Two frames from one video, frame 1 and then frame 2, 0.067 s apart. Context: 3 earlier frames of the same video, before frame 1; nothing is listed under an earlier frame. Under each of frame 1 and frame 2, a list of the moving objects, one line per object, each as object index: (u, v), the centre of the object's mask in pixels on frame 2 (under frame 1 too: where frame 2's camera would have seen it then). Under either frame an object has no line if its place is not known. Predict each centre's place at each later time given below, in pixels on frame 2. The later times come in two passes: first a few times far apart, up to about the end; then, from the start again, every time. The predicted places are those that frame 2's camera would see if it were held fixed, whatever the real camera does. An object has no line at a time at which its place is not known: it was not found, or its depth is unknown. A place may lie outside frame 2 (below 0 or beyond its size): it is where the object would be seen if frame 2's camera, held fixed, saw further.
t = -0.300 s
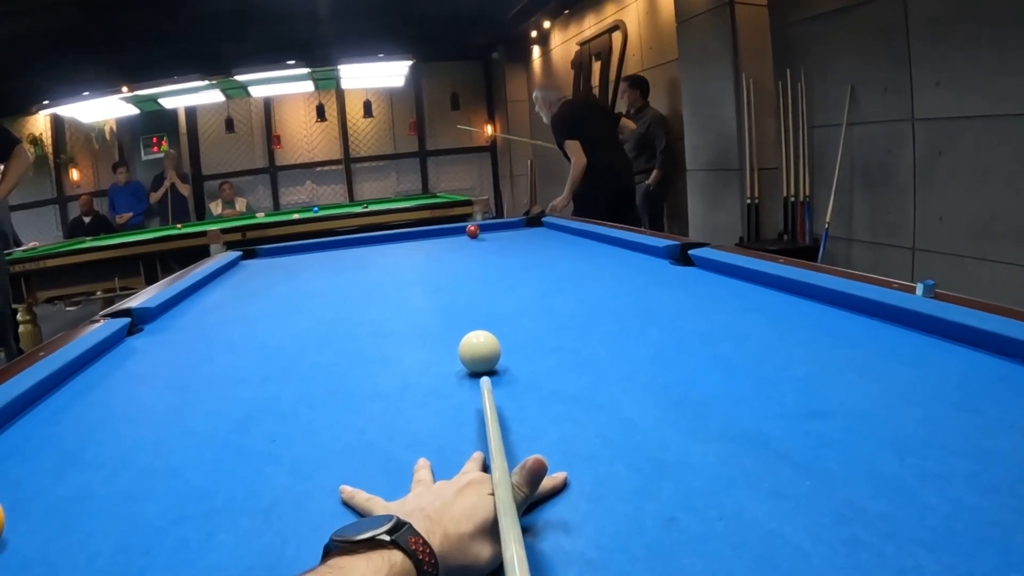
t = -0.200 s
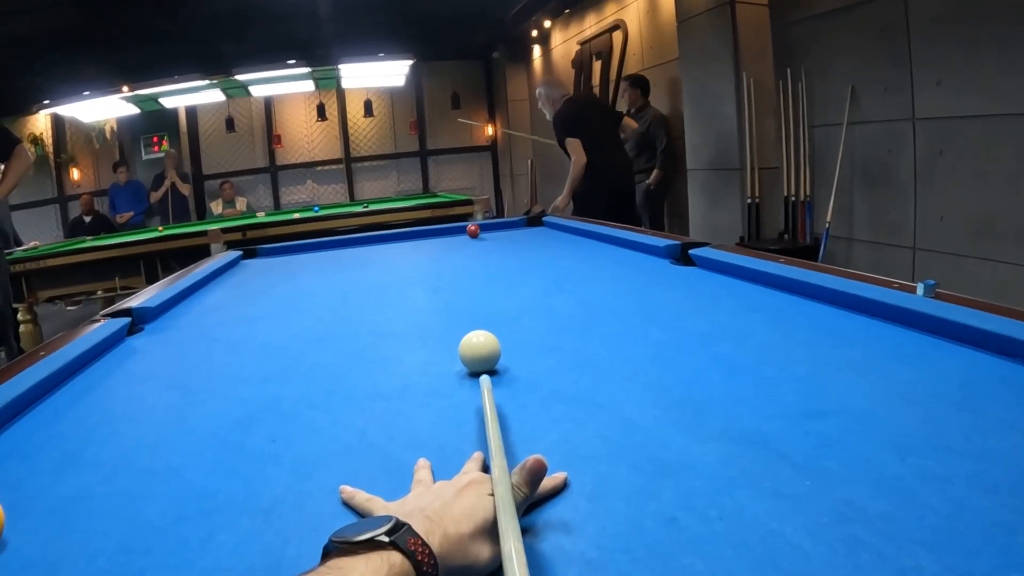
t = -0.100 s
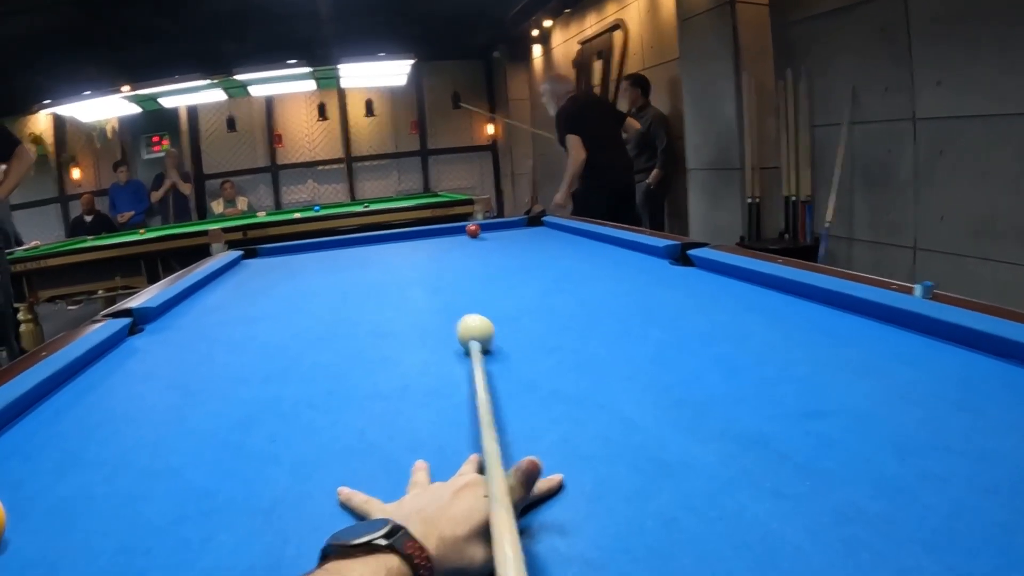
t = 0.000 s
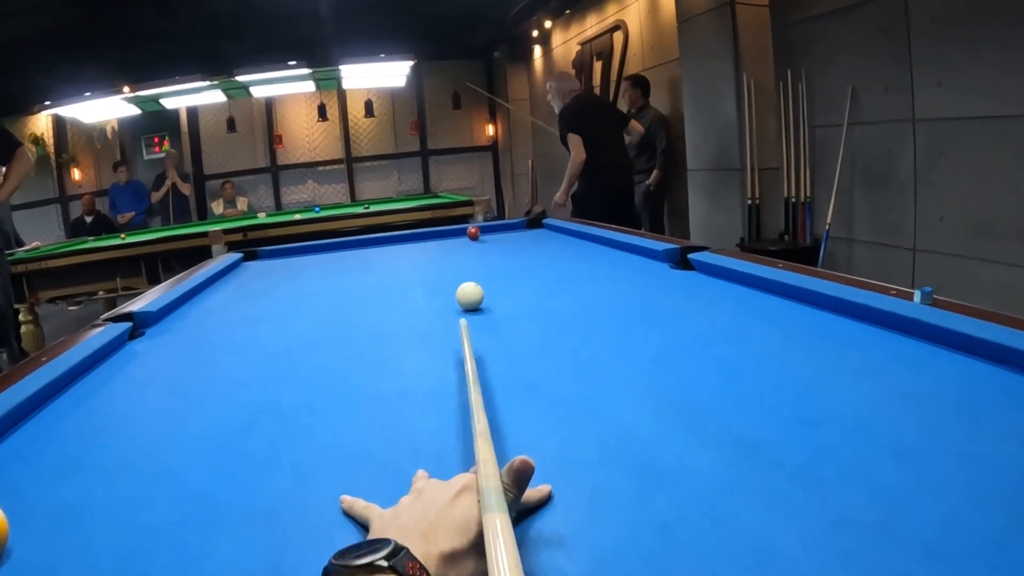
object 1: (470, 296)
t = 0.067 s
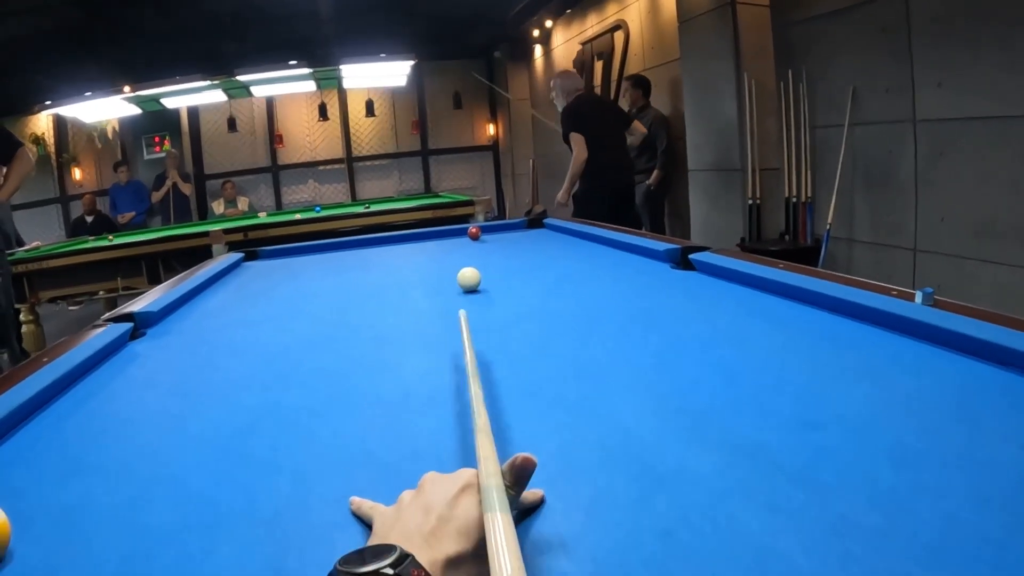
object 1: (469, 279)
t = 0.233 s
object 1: (466, 254)
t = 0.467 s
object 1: (464, 235)
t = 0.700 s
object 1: (425, 235)
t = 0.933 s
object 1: (405, 244)
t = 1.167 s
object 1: (380, 254)
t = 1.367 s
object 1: (355, 265)
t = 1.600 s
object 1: (319, 282)
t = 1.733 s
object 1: (293, 296)
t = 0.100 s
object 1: (468, 273)
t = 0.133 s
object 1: (467, 267)
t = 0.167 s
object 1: (467, 262)
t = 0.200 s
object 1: (466, 257)
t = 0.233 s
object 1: (466, 254)
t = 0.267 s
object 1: (465, 250)
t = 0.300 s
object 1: (465, 247)
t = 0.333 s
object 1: (465, 244)
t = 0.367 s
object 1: (465, 242)
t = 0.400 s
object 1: (464, 239)
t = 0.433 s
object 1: (464, 237)
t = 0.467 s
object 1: (464, 235)
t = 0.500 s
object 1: (456, 234)
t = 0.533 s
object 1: (448, 234)
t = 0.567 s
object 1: (440, 233)
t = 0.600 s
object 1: (434, 233)
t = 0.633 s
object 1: (429, 233)
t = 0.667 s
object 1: (427, 234)
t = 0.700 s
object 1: (425, 235)
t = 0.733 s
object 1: (422, 236)
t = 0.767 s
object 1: (419, 238)
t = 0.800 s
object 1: (417, 239)
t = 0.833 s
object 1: (414, 240)
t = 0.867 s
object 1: (411, 241)
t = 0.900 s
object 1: (408, 242)
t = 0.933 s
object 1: (405, 244)
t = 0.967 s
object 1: (401, 245)
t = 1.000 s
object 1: (398, 247)
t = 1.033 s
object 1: (395, 248)
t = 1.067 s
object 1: (391, 250)
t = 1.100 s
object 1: (388, 251)
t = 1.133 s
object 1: (384, 253)
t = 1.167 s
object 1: (380, 254)
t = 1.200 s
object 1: (377, 256)
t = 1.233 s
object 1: (373, 258)
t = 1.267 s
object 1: (368, 260)
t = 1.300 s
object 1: (364, 261)
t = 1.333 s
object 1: (360, 263)
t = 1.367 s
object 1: (355, 265)
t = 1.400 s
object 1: (351, 267)
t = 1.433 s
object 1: (346, 269)
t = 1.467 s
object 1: (341, 272)
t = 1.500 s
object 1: (336, 274)
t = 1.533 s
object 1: (330, 276)
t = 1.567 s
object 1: (325, 279)
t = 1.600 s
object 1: (319, 282)
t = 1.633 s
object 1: (313, 284)
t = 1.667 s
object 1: (306, 288)
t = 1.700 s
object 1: (300, 291)
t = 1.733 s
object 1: (293, 296)
